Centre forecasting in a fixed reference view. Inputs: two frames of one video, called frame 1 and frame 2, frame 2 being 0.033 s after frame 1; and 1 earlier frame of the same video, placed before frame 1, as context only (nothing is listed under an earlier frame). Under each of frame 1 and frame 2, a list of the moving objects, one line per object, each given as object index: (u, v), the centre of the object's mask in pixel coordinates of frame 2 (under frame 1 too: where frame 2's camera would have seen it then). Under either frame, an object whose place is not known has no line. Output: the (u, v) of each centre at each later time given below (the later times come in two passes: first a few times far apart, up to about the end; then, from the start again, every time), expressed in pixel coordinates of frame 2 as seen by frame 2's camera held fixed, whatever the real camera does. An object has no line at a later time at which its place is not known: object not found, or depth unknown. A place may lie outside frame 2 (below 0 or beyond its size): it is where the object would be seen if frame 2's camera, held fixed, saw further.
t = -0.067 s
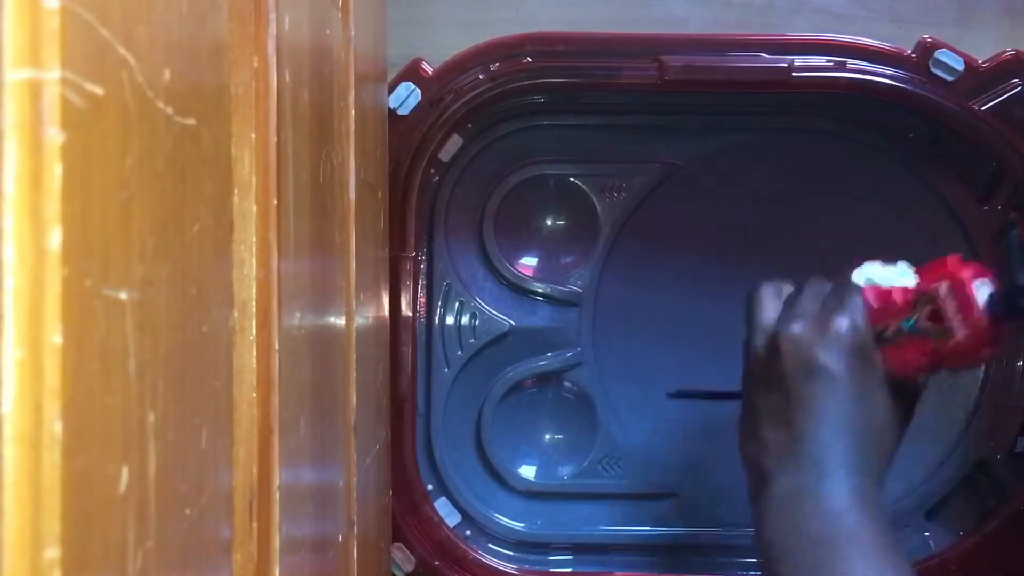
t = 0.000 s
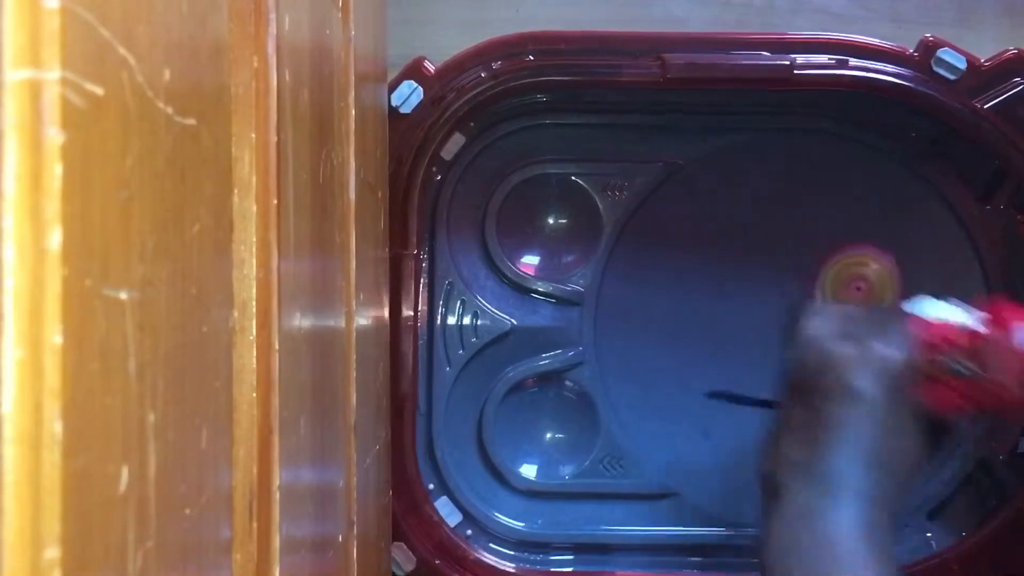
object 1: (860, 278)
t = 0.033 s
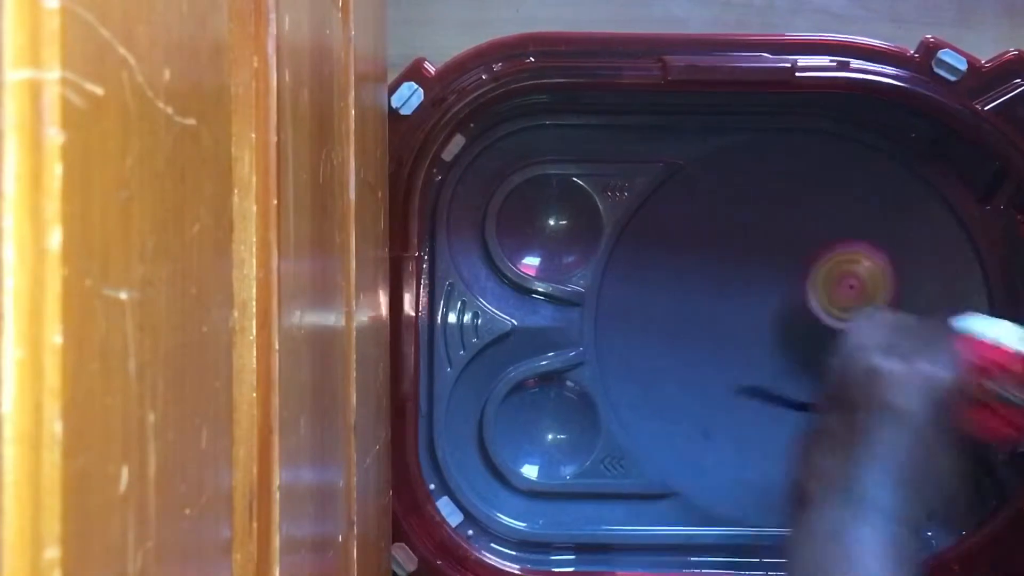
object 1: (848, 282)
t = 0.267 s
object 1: (772, 329)
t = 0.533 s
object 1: (738, 442)
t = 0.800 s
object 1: (801, 454)
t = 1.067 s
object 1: (855, 363)
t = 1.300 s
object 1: (813, 342)
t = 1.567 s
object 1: (729, 410)
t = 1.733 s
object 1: (718, 448)
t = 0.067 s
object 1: (837, 285)
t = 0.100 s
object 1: (826, 286)
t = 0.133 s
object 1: (815, 291)
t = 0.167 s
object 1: (803, 297)
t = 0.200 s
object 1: (792, 306)
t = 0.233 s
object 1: (780, 316)
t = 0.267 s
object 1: (772, 329)
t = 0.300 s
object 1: (763, 341)
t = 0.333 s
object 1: (755, 356)
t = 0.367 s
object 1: (748, 371)
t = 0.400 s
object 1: (742, 386)
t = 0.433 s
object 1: (738, 402)
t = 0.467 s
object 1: (737, 416)
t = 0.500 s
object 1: (737, 430)
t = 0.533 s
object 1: (738, 442)
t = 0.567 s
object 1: (741, 452)
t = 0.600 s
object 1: (747, 460)
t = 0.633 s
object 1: (753, 465)
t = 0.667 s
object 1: (761, 468)
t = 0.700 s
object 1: (770, 468)
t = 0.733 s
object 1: (780, 466)
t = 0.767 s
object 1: (790, 461)
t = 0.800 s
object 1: (801, 454)
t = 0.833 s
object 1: (812, 447)
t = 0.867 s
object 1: (821, 436)
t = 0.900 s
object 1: (829, 423)
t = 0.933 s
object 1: (837, 411)
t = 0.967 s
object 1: (844, 398)
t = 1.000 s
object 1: (849, 385)
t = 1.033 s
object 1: (853, 373)
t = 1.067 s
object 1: (855, 363)
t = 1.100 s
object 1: (854, 354)
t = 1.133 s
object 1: (852, 348)
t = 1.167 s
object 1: (847, 343)
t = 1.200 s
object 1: (841, 339)
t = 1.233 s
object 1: (833, 338)
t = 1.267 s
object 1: (824, 339)
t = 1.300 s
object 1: (813, 342)
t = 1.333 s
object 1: (802, 345)
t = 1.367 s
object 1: (791, 352)
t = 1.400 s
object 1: (779, 359)
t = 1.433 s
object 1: (768, 369)
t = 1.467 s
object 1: (756, 378)
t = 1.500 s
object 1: (745, 389)
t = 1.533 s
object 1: (737, 399)
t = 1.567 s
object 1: (729, 410)
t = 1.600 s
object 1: (722, 420)
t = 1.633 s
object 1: (718, 429)
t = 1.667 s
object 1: (716, 437)
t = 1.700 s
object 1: (716, 444)
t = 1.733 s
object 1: (718, 448)
